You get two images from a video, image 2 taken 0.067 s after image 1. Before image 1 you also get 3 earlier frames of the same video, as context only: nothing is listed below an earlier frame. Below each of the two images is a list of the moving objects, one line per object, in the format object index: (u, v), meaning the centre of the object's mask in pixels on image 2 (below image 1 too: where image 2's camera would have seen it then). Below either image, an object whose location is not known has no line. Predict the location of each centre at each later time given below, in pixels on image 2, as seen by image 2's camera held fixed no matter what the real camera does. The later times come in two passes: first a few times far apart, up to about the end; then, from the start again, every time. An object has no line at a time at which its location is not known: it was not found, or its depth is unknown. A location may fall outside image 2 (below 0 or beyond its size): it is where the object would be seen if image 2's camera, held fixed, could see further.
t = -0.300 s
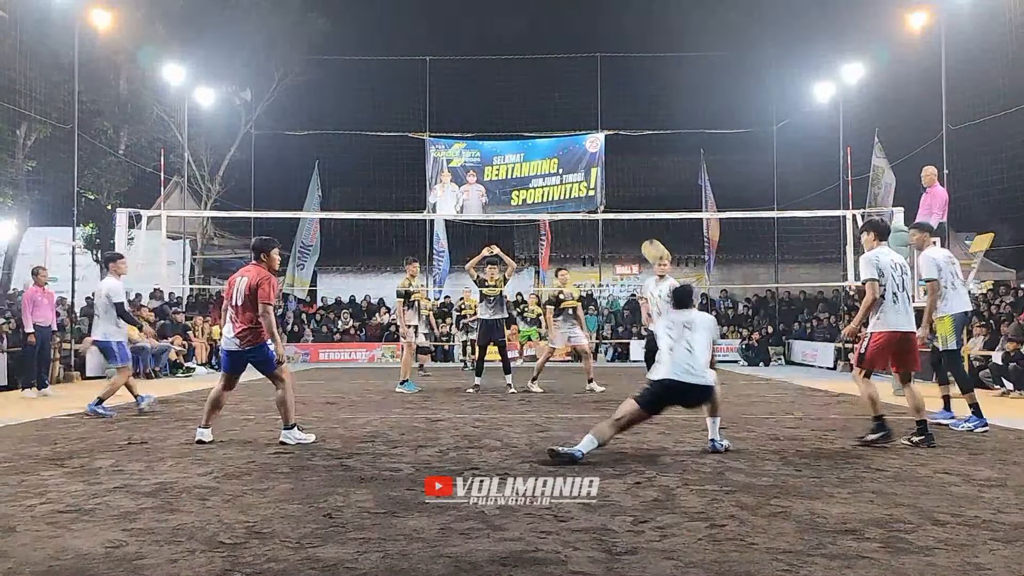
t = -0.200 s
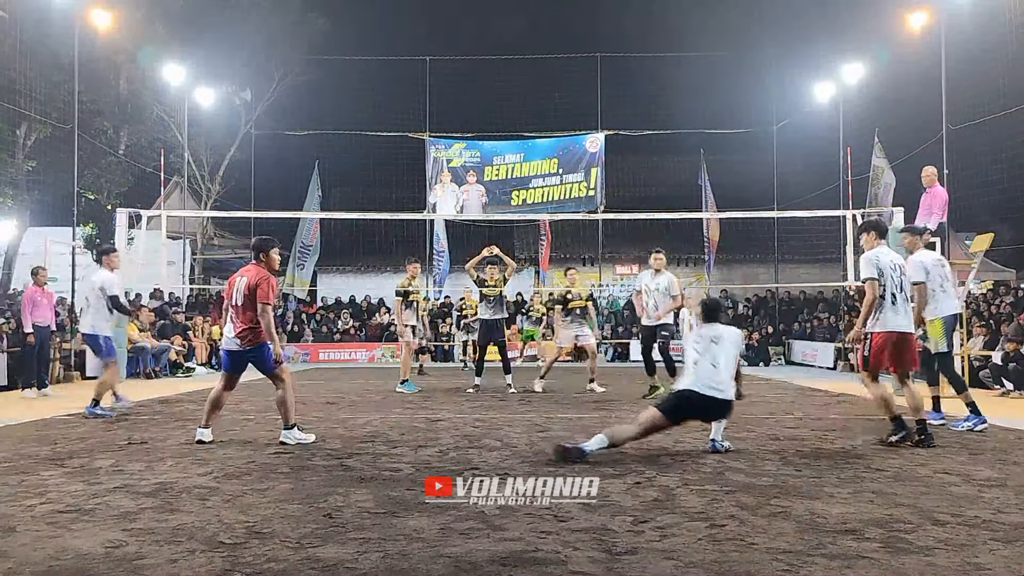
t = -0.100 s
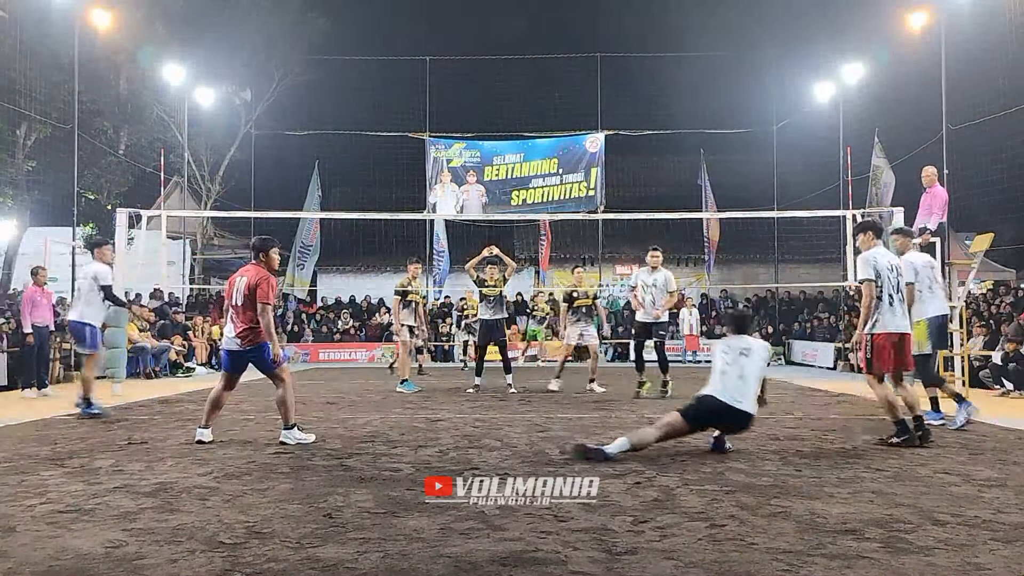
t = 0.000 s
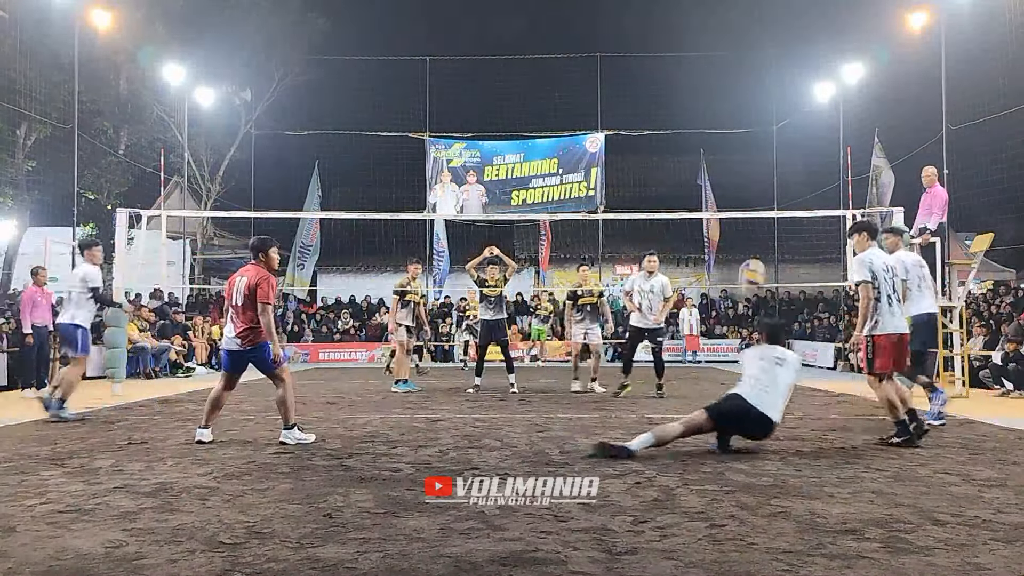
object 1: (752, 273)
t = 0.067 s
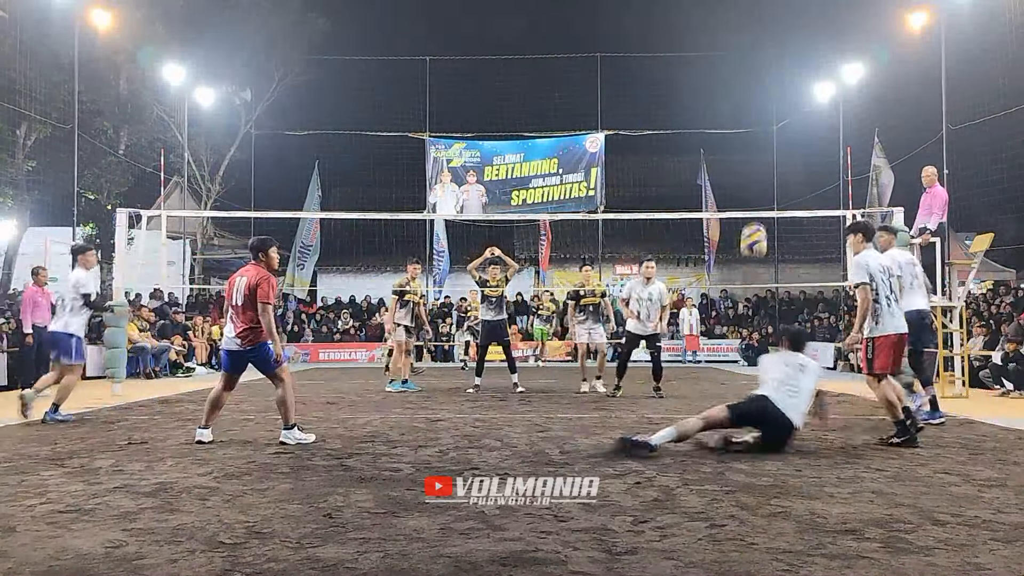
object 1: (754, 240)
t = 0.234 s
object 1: (758, 173)
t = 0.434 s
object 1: (763, 139)
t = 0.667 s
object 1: (769, 148)
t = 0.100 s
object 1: (755, 223)
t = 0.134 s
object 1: (755, 208)
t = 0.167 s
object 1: (757, 196)
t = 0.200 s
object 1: (757, 183)
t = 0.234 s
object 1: (758, 173)
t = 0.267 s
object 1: (759, 164)
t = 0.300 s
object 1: (760, 157)
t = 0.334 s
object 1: (761, 150)
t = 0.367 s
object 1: (762, 146)
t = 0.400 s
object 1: (763, 141)
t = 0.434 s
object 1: (763, 139)
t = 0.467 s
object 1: (764, 137)
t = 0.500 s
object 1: (765, 136)
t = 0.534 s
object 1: (766, 137)
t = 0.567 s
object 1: (767, 138)
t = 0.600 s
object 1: (768, 141)
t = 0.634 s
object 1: (768, 144)
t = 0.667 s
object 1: (769, 148)
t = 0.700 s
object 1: (770, 154)
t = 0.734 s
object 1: (771, 161)
